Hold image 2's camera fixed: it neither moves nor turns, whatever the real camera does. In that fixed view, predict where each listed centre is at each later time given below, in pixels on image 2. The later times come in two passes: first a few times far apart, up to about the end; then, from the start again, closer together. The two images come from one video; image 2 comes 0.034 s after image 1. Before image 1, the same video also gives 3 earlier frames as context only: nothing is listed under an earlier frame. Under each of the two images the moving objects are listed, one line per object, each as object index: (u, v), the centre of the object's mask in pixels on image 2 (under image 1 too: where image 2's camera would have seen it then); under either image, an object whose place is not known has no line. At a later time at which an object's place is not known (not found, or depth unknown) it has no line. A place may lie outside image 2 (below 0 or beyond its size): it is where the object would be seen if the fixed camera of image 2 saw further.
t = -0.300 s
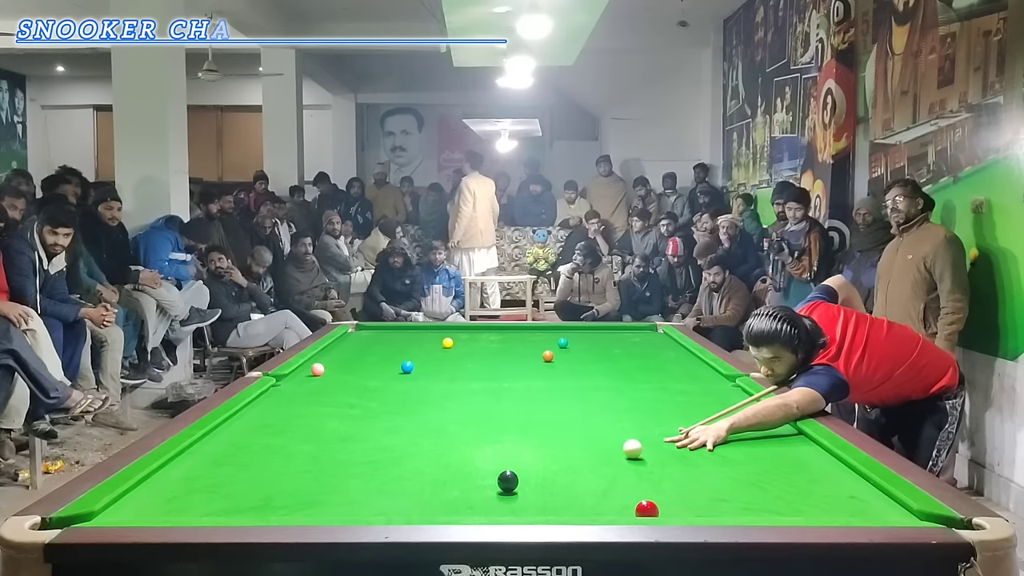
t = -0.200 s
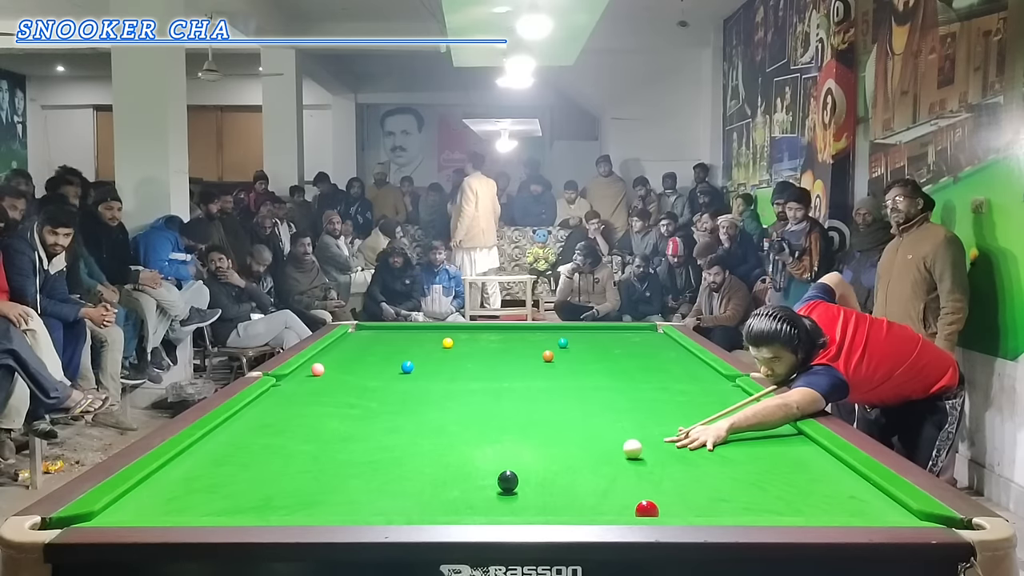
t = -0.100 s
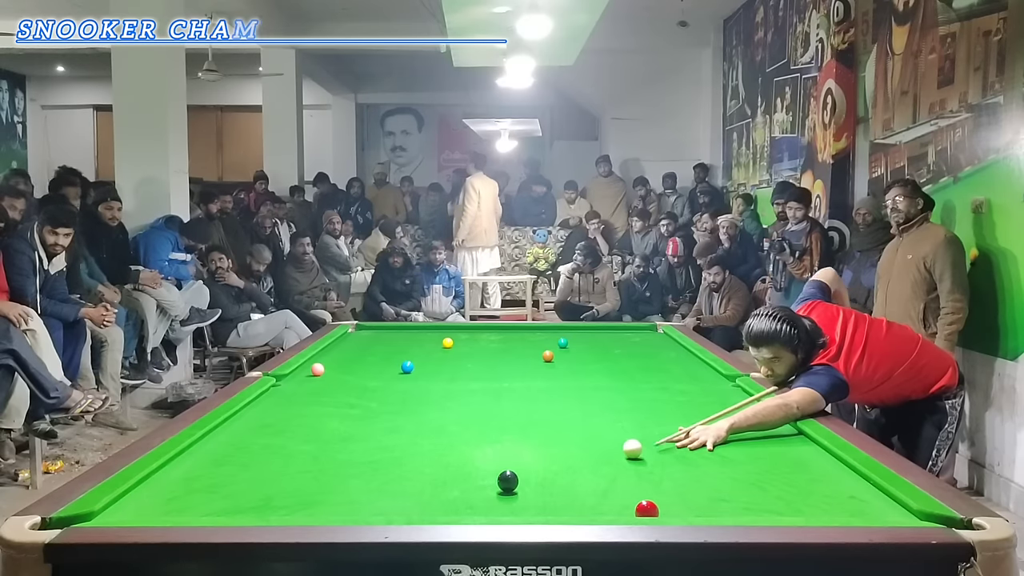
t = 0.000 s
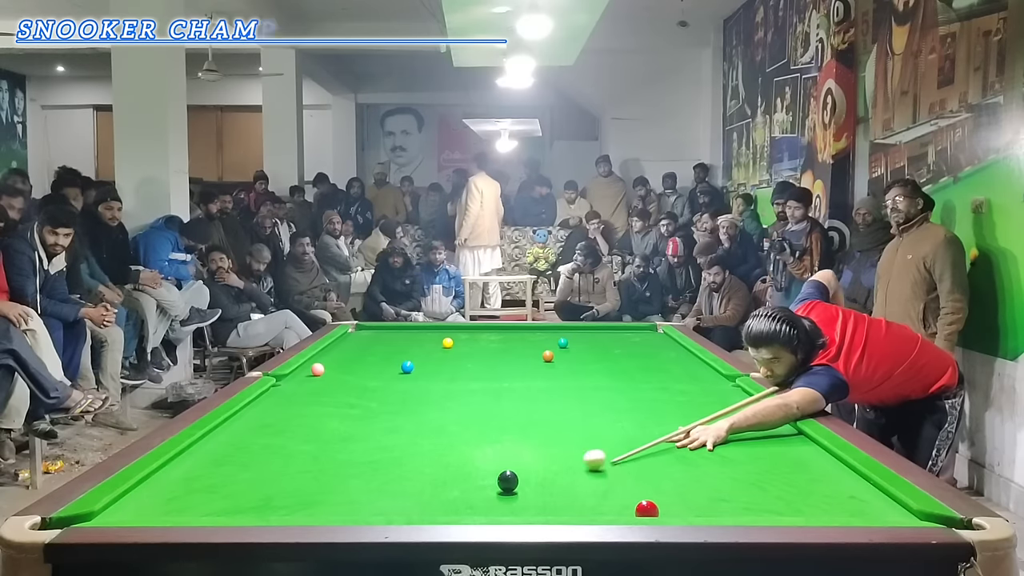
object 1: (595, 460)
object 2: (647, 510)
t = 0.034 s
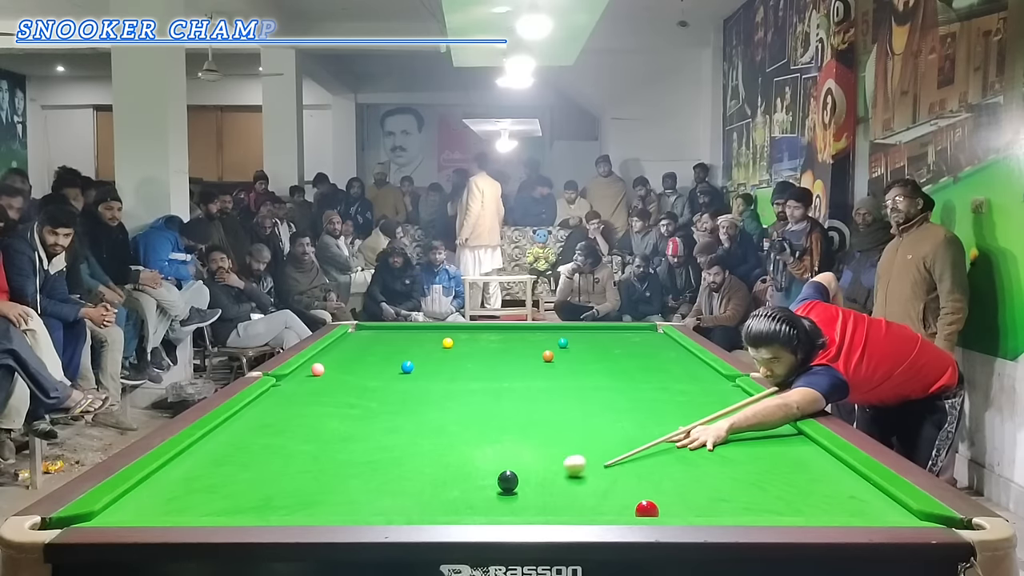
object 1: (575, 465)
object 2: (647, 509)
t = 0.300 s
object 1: (555, 494)
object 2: (646, 509)
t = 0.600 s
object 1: (605, 508)
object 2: (646, 509)
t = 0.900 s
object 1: (641, 512)
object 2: (657, 506)
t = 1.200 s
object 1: (656, 512)
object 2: (673, 501)
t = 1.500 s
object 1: (666, 512)
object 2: (686, 495)
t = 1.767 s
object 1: (672, 511)
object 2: (696, 491)
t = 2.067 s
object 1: (675, 511)
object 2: (705, 487)
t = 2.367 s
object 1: (675, 511)
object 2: (710, 485)
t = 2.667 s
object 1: (675, 511)
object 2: (714, 483)
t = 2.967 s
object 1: (675, 511)
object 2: (716, 483)
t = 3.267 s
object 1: (675, 511)
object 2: (716, 483)
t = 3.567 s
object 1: (675, 511)
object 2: (716, 482)
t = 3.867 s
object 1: (675, 511)
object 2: (716, 482)
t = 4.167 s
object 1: (675, 511)
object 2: (716, 483)
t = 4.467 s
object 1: (675, 511)
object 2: (716, 483)
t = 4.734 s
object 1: (675, 511)
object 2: (716, 483)
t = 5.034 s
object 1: (675, 511)
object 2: (716, 483)
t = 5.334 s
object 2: (716, 483)
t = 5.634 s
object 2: (716, 483)
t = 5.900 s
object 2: (709, 480)
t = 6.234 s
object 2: (716, 482)
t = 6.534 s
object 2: (715, 482)
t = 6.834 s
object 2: (715, 483)
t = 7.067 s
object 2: (715, 482)
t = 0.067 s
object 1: (555, 471)
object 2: (647, 509)
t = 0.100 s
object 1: (535, 478)
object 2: (646, 510)
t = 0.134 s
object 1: (531, 482)
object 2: (647, 510)
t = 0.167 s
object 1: (535, 485)
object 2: (647, 509)
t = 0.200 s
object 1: (540, 488)
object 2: (647, 509)
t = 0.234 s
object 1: (544, 490)
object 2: (647, 509)
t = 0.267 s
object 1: (550, 492)
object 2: (647, 510)
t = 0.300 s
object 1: (555, 494)
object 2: (646, 509)
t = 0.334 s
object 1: (560, 496)
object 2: (647, 509)
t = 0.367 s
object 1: (566, 497)
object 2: (646, 509)
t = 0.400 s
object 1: (571, 499)
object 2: (647, 510)
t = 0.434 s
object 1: (577, 501)
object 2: (646, 509)
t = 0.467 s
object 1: (582, 503)
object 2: (647, 509)
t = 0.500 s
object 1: (588, 504)
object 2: (647, 509)
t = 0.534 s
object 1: (593, 505)
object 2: (647, 509)
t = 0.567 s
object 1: (599, 507)
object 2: (646, 509)
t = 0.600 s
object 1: (605, 508)
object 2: (646, 509)
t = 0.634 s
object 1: (610, 509)
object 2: (647, 509)
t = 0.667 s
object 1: (616, 510)
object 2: (647, 509)
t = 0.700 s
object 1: (621, 511)
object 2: (647, 509)
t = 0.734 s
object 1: (627, 512)
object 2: (647, 509)
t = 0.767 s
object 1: (633, 512)
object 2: (649, 508)
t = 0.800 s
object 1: (635, 512)
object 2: (651, 508)
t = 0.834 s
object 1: (637, 512)
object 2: (653, 507)
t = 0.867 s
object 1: (639, 512)
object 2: (655, 507)
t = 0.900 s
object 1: (641, 512)
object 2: (657, 506)
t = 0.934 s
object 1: (643, 512)
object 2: (659, 506)
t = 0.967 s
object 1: (644, 512)
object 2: (661, 505)
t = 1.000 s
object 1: (646, 512)
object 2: (663, 505)
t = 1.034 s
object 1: (648, 512)
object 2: (664, 504)
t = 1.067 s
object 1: (650, 512)
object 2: (666, 504)
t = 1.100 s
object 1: (651, 512)
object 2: (668, 503)
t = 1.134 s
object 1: (653, 512)
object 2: (669, 503)
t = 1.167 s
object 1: (654, 512)
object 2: (671, 502)
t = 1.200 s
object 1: (656, 512)
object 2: (673, 501)
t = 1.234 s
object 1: (657, 512)
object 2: (674, 501)
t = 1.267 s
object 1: (658, 512)
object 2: (676, 500)
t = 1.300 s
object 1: (660, 512)
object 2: (677, 499)
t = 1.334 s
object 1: (661, 511)
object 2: (679, 498)
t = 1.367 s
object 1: (662, 511)
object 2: (681, 498)
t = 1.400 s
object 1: (663, 511)
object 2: (682, 497)
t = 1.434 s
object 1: (664, 511)
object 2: (684, 496)
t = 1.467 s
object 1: (665, 511)
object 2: (685, 496)
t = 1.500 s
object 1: (666, 512)
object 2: (686, 495)
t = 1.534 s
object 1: (667, 511)
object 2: (688, 495)
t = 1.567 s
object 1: (668, 511)
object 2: (689, 494)
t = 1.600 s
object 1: (669, 511)
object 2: (690, 493)
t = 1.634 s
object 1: (670, 511)
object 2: (691, 493)
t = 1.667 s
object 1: (671, 511)
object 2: (693, 492)
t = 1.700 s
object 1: (671, 511)
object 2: (694, 492)
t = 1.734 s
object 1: (672, 511)
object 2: (695, 491)
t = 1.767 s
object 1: (672, 511)
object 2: (696, 491)
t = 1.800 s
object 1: (673, 511)
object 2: (697, 490)
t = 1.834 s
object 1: (673, 511)
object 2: (698, 490)
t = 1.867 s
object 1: (674, 511)
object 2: (699, 490)
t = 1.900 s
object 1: (674, 511)
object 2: (700, 489)
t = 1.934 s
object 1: (674, 511)
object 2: (701, 489)
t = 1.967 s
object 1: (674, 511)
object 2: (702, 488)
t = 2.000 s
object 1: (675, 511)
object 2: (703, 488)
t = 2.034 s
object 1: (675, 511)
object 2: (704, 488)
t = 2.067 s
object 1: (675, 511)
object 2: (705, 487)
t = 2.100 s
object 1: (675, 511)
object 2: (705, 487)
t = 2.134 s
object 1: (675, 511)
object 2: (706, 486)
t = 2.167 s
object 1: (675, 511)
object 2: (707, 486)
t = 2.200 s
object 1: (675, 511)
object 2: (707, 486)
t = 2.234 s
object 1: (675, 511)
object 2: (708, 486)
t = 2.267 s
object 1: (675, 511)
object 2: (709, 485)
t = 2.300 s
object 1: (675, 511)
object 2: (709, 485)
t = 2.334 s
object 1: (675, 511)
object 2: (710, 485)
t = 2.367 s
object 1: (675, 511)
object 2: (710, 485)
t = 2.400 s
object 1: (675, 511)
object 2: (711, 484)
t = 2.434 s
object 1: (675, 511)
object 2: (712, 484)
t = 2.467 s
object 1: (675, 511)
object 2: (712, 484)
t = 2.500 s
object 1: (675, 511)
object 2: (712, 484)
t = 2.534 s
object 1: (675, 511)
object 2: (713, 484)
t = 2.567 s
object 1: (675, 511)
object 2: (713, 483)
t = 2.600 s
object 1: (675, 511)
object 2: (714, 483)
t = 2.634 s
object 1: (675, 511)
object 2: (714, 483)
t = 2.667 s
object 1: (675, 511)
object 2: (714, 483)
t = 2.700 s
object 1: (675, 511)
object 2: (715, 483)
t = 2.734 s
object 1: (675, 511)
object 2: (715, 483)
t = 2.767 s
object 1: (675, 511)
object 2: (715, 482)
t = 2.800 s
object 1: (675, 511)
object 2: (715, 483)
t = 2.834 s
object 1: (675, 511)
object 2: (716, 483)
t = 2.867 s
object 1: (675, 511)
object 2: (716, 482)
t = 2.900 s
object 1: (675, 511)
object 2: (716, 483)
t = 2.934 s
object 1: (675, 511)
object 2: (716, 482)
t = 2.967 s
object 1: (675, 511)
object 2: (716, 483)
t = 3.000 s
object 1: (675, 511)
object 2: (716, 482)
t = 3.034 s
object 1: (675, 511)
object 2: (716, 482)
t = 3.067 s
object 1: (675, 511)
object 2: (716, 482)
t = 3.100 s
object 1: (675, 511)
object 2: (716, 483)
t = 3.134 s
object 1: (675, 511)
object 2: (716, 482)
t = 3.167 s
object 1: (675, 511)
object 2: (716, 482)
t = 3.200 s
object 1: (675, 511)
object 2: (716, 483)
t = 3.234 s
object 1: (675, 511)
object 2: (716, 483)
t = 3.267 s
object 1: (675, 511)
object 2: (716, 483)
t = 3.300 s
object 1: (675, 511)
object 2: (716, 482)
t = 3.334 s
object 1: (675, 511)
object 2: (716, 483)
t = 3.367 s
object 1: (675, 511)
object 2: (716, 482)
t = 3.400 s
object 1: (675, 511)
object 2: (716, 483)
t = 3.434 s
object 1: (675, 511)
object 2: (716, 483)
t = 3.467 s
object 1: (675, 511)
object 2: (716, 482)
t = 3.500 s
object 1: (675, 511)
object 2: (716, 482)
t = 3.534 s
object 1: (675, 511)
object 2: (716, 483)
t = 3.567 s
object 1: (675, 511)
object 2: (716, 482)
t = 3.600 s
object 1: (675, 511)
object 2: (716, 483)
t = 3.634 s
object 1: (675, 511)
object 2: (716, 482)
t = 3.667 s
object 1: (675, 511)
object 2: (716, 483)
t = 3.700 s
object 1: (675, 511)
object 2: (716, 482)
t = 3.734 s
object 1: (675, 511)
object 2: (716, 482)
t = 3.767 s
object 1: (675, 511)
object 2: (716, 482)
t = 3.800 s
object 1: (675, 511)
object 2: (716, 483)
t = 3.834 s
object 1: (675, 511)
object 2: (716, 483)
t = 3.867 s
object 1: (675, 511)
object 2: (716, 482)
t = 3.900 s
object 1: (675, 511)
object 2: (716, 483)
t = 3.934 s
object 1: (675, 511)
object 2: (716, 482)
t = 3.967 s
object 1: (675, 511)
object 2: (716, 482)
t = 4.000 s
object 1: (675, 511)
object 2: (716, 482)
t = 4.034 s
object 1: (675, 511)
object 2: (716, 482)
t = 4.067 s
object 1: (675, 511)
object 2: (716, 483)
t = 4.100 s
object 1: (675, 511)
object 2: (716, 483)
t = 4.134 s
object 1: (675, 511)
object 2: (716, 483)
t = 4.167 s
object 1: (675, 511)
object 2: (716, 483)
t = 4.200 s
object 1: (675, 511)
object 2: (716, 483)
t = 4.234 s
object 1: (675, 511)
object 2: (716, 483)
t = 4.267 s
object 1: (675, 511)
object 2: (716, 483)
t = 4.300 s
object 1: (675, 511)
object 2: (716, 483)
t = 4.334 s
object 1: (675, 511)
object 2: (716, 483)
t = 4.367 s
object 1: (675, 511)
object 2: (716, 483)
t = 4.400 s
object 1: (675, 511)
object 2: (716, 483)
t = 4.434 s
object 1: (675, 511)
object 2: (716, 483)
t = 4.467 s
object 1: (675, 511)
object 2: (716, 483)
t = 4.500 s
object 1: (675, 511)
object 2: (716, 483)
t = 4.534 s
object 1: (675, 511)
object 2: (716, 483)
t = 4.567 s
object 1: (675, 511)
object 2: (716, 483)
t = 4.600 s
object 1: (675, 511)
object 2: (716, 483)
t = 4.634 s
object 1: (675, 511)
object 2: (716, 483)
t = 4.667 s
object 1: (675, 511)
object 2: (716, 483)
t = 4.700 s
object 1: (675, 511)
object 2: (716, 483)
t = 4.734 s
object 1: (675, 511)
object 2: (716, 483)
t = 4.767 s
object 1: (675, 511)
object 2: (716, 483)
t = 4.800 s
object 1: (675, 511)
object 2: (716, 483)
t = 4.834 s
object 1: (675, 511)
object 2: (716, 483)
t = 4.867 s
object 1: (675, 511)
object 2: (716, 483)
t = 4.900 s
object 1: (675, 511)
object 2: (716, 483)
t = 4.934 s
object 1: (675, 511)
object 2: (716, 483)
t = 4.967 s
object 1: (675, 511)
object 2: (716, 483)
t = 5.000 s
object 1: (675, 511)
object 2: (716, 483)
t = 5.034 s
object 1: (675, 511)
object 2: (716, 483)
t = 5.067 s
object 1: (675, 511)
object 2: (716, 483)
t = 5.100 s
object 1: (675, 511)
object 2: (716, 483)
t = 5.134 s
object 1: (675, 511)
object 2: (716, 483)
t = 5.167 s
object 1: (675, 511)
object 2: (716, 483)
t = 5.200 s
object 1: (675, 511)
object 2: (716, 483)
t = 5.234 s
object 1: (675, 511)
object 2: (716, 483)
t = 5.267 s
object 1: (675, 511)
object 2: (716, 483)
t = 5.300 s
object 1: (675, 511)
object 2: (716, 483)
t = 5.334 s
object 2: (716, 483)
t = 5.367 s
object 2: (716, 483)
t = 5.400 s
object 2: (716, 483)
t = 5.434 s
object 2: (716, 483)
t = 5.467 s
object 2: (716, 483)
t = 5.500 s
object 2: (716, 483)
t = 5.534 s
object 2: (716, 483)
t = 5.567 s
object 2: (716, 483)
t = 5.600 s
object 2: (716, 483)
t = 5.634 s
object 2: (716, 483)
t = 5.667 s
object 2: (716, 483)
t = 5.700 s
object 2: (716, 483)
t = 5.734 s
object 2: (716, 483)
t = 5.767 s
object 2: (716, 483)
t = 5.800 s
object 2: (716, 483)
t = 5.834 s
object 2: (716, 483)
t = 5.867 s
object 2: (716, 483)
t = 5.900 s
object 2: (709, 480)
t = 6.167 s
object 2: (721, 483)
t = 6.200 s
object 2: (716, 483)
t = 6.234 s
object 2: (716, 482)
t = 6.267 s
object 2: (715, 482)
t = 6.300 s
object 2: (716, 483)
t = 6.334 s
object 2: (716, 482)
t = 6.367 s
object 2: (716, 482)
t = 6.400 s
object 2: (716, 482)
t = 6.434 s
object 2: (716, 482)
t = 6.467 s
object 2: (716, 483)
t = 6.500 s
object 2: (715, 482)
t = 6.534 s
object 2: (715, 482)
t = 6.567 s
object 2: (716, 483)
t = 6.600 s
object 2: (716, 483)
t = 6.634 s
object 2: (716, 483)
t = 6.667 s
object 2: (715, 482)
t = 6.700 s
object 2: (715, 482)
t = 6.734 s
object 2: (715, 482)
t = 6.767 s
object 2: (716, 482)
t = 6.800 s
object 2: (715, 482)
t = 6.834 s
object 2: (715, 483)
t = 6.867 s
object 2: (715, 482)
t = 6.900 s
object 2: (715, 482)
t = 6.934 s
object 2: (715, 482)
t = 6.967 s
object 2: (715, 482)
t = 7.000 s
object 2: (715, 482)
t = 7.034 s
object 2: (715, 482)
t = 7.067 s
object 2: (715, 482)
